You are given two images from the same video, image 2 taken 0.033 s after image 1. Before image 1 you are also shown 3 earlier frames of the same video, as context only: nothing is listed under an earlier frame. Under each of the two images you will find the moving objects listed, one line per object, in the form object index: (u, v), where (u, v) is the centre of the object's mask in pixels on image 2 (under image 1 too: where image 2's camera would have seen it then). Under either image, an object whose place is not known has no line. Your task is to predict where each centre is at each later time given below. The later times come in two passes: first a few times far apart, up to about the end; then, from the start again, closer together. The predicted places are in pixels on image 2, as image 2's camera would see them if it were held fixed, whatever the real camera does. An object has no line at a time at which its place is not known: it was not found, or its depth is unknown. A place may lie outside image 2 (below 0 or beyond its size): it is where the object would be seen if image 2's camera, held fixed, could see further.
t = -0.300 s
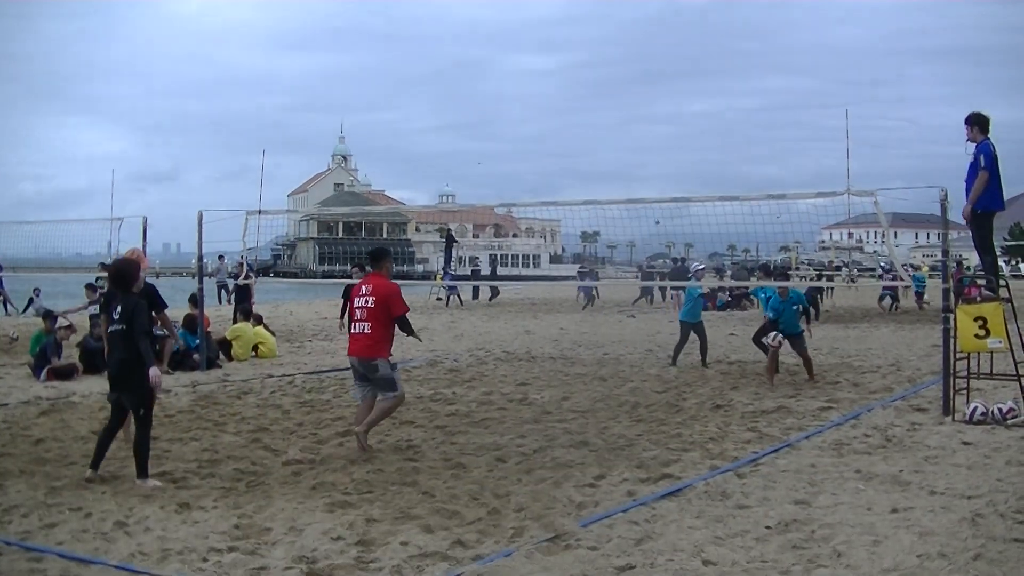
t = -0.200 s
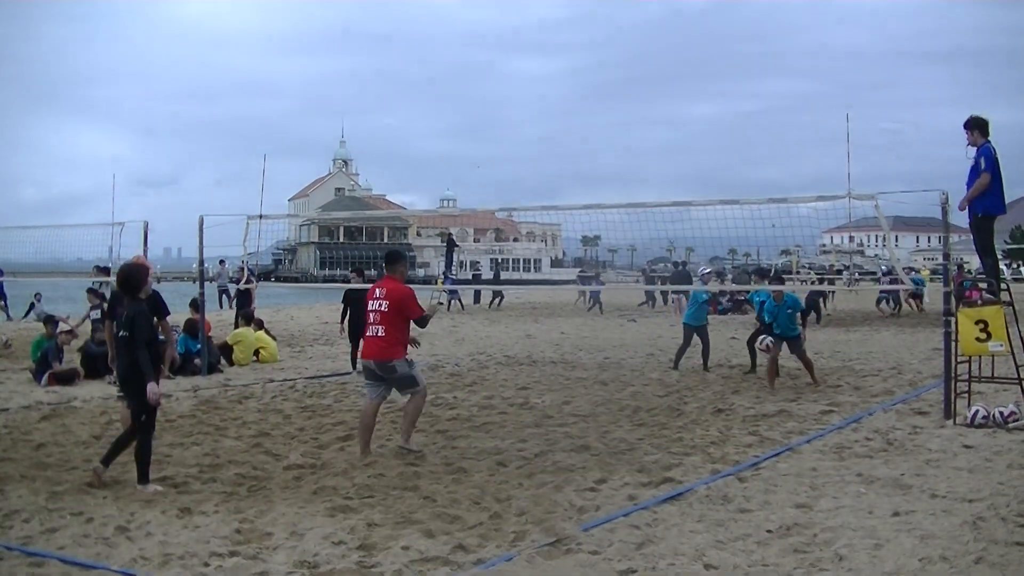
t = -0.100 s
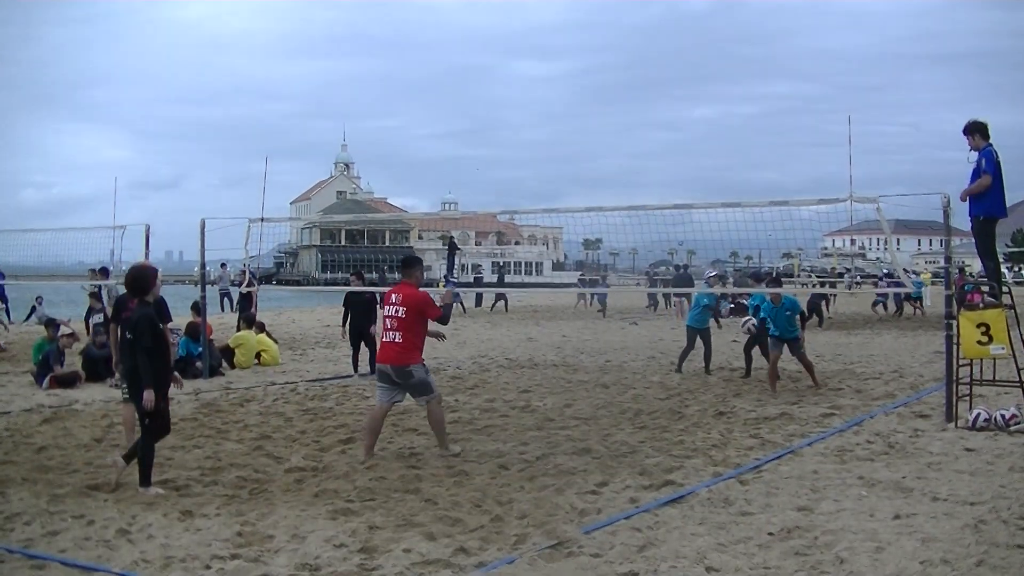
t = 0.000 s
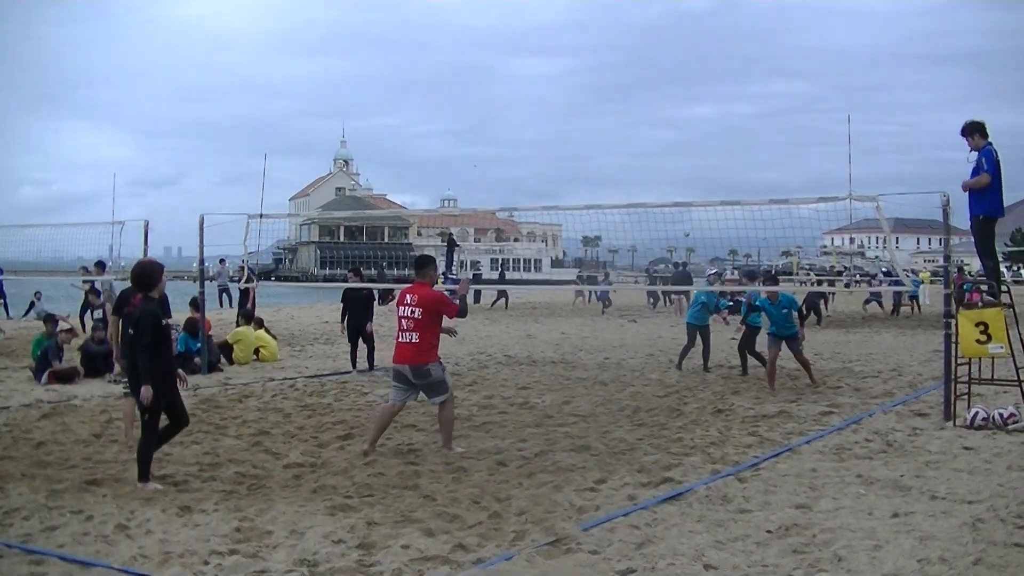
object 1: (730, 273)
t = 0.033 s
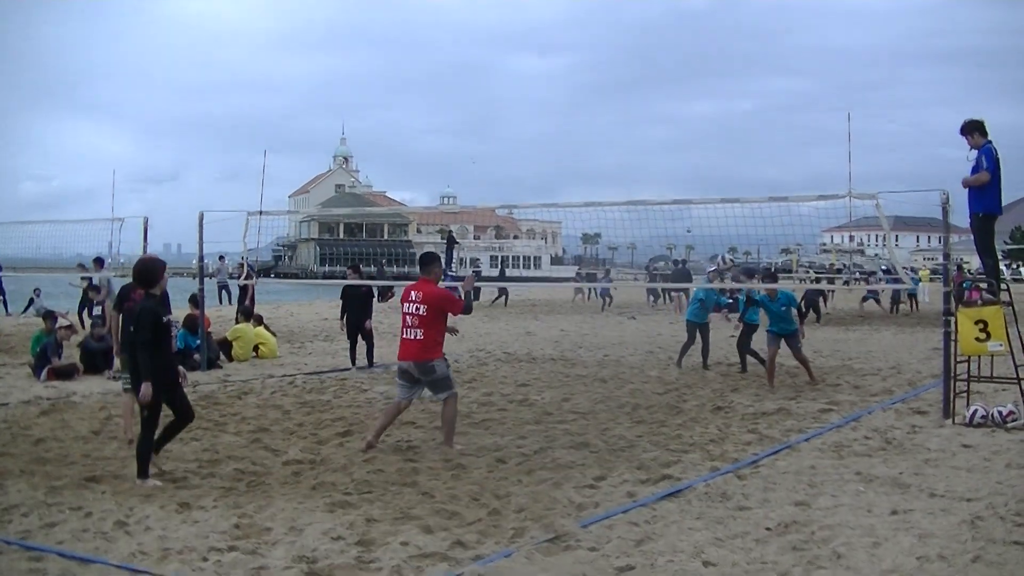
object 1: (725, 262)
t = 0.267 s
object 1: (685, 188)
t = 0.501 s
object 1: (643, 155)
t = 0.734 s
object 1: (598, 169)
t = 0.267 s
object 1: (685, 188)
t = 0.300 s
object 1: (679, 181)
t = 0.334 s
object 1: (673, 174)
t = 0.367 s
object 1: (667, 168)
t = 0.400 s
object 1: (661, 163)
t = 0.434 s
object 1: (655, 160)
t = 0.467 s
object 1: (649, 156)
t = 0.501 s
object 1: (643, 155)
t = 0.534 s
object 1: (637, 153)
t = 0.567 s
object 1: (631, 153)
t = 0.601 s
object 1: (625, 154)
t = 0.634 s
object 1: (618, 156)
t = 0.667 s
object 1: (612, 159)
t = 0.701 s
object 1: (605, 164)
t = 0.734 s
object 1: (598, 169)
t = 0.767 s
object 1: (591, 175)
